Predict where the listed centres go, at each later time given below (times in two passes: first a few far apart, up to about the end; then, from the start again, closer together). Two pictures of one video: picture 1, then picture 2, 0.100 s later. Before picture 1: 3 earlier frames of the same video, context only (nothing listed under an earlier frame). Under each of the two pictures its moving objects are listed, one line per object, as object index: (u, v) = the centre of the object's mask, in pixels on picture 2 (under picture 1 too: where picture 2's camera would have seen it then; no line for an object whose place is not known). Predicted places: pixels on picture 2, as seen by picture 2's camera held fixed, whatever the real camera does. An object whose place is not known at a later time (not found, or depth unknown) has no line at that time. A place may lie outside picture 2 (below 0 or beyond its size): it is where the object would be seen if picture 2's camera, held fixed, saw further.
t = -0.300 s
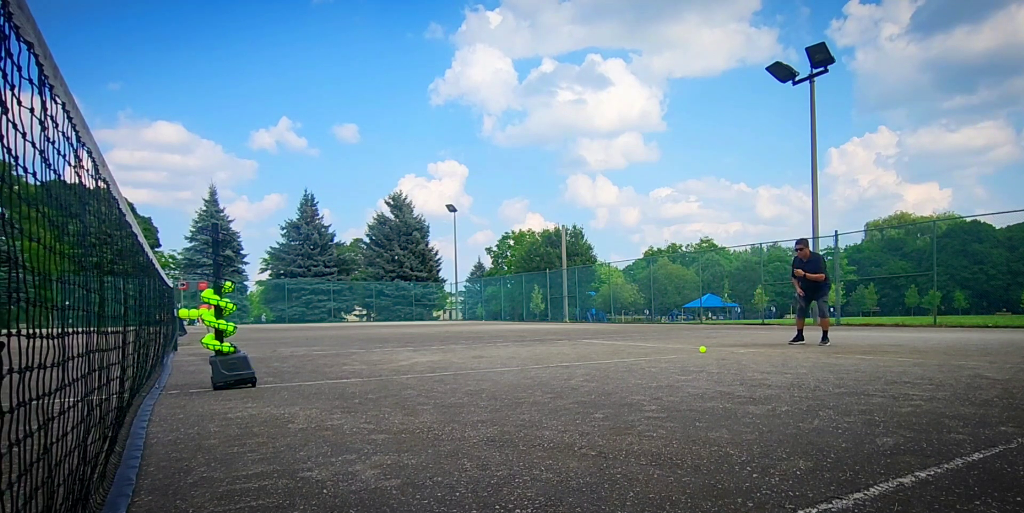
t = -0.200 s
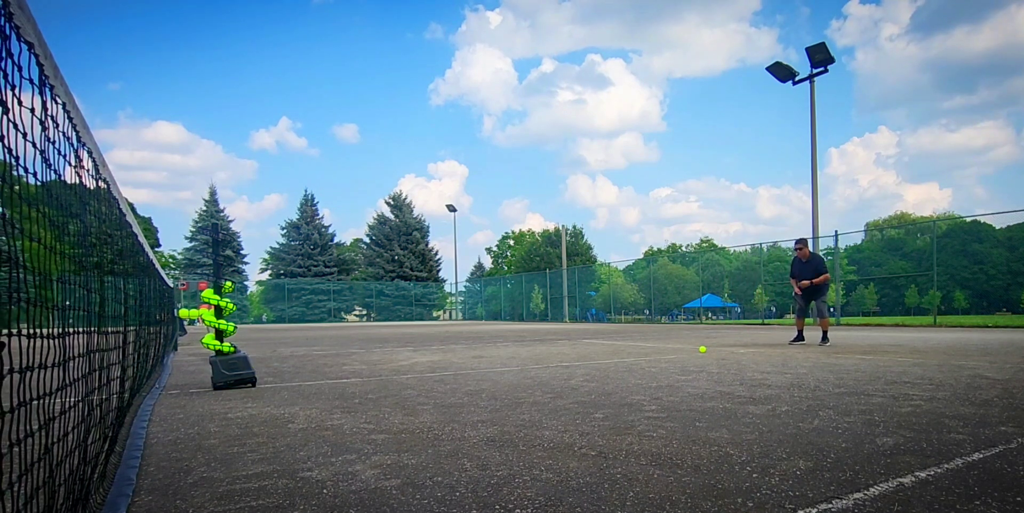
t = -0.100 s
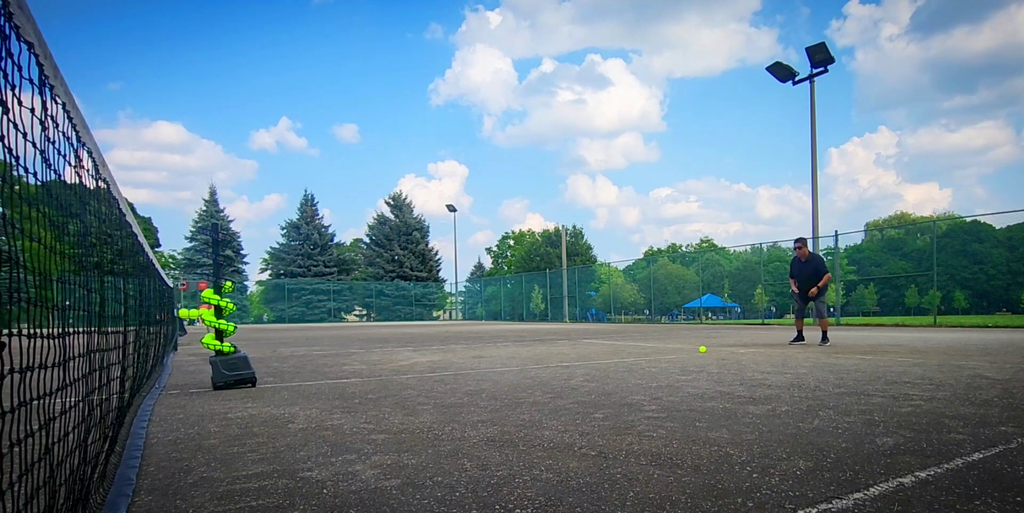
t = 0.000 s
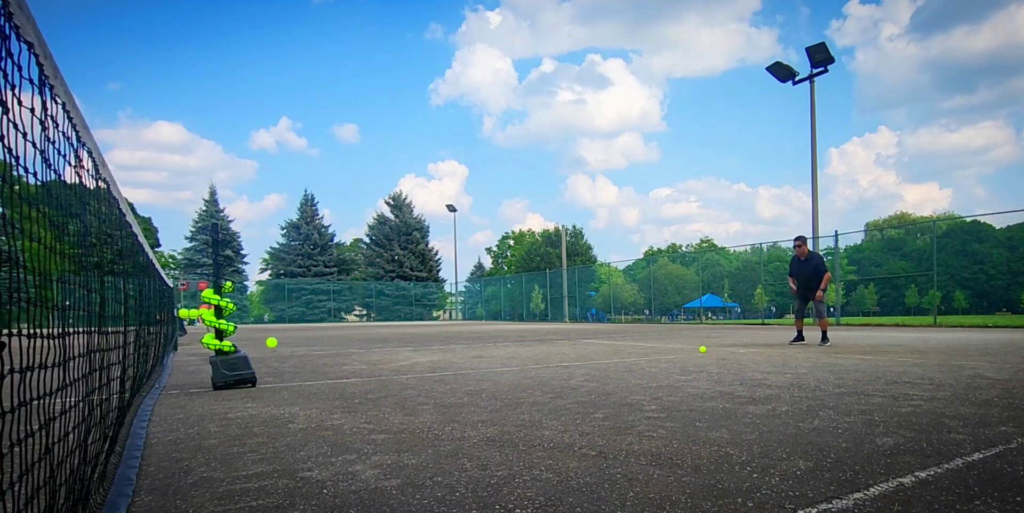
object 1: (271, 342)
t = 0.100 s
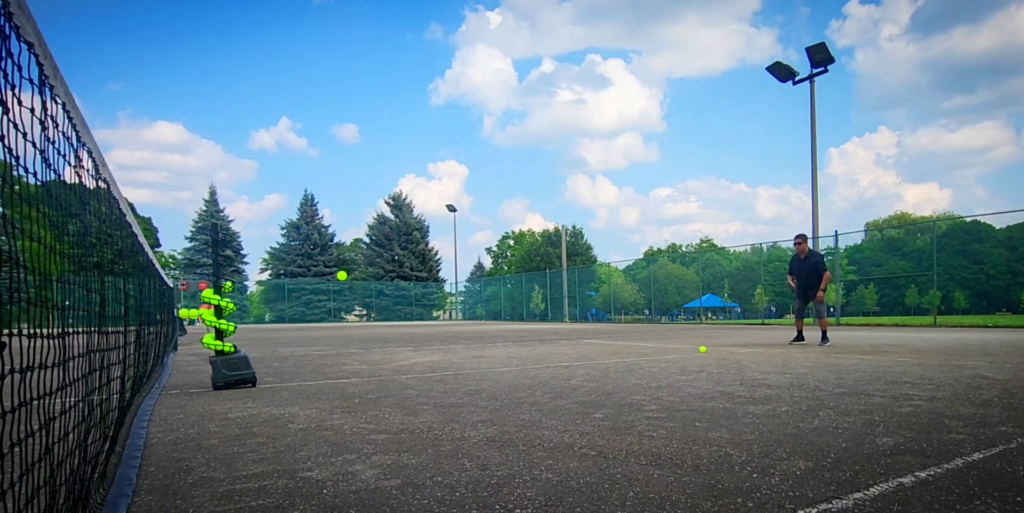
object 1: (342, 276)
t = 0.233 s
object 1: (422, 218)
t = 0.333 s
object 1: (476, 193)
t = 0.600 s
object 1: (593, 186)
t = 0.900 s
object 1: (692, 250)
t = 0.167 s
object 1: (384, 243)
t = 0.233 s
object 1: (422, 218)
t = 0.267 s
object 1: (441, 208)
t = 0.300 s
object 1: (459, 200)
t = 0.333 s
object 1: (476, 193)
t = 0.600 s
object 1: (593, 186)
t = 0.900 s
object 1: (692, 250)
